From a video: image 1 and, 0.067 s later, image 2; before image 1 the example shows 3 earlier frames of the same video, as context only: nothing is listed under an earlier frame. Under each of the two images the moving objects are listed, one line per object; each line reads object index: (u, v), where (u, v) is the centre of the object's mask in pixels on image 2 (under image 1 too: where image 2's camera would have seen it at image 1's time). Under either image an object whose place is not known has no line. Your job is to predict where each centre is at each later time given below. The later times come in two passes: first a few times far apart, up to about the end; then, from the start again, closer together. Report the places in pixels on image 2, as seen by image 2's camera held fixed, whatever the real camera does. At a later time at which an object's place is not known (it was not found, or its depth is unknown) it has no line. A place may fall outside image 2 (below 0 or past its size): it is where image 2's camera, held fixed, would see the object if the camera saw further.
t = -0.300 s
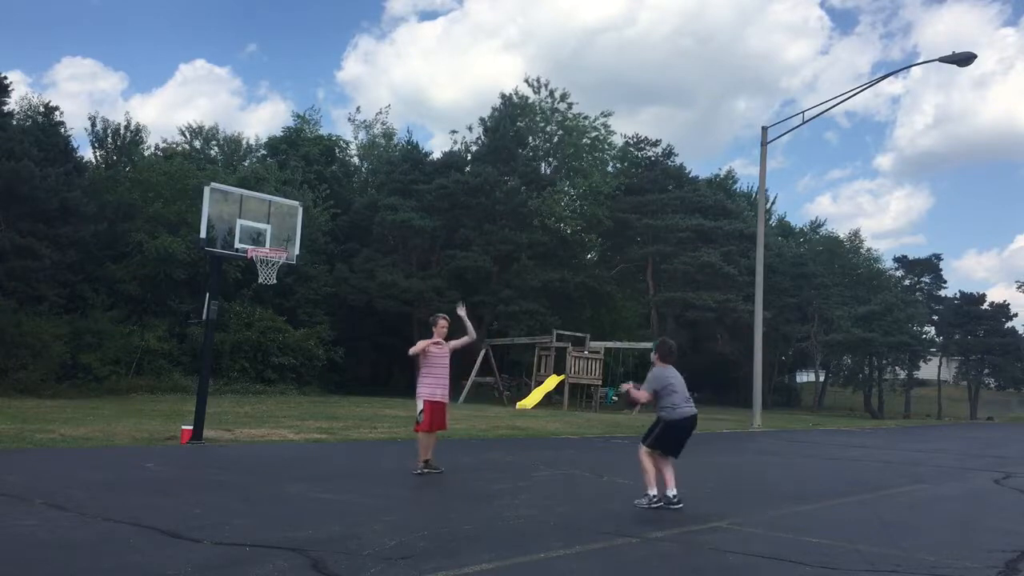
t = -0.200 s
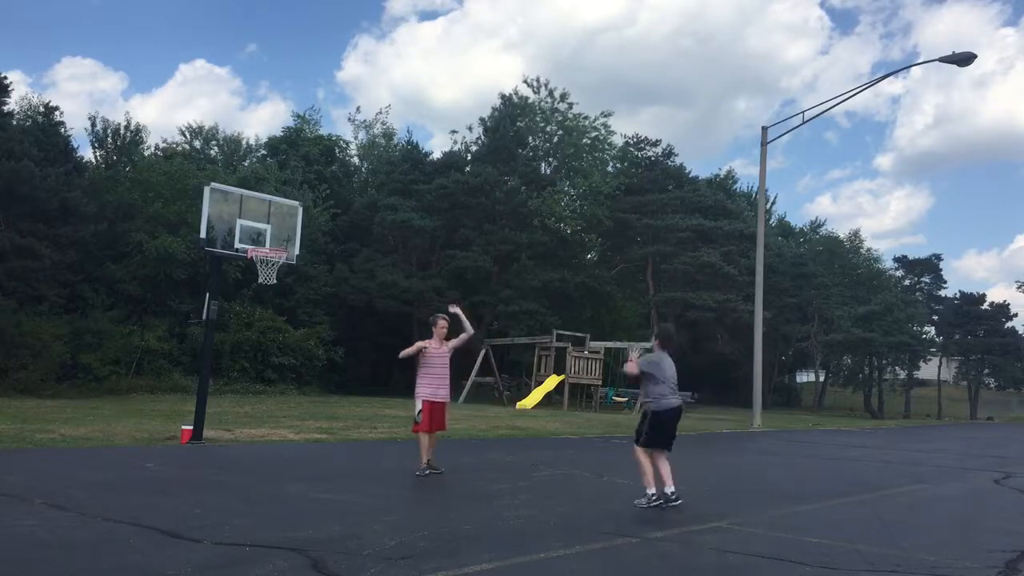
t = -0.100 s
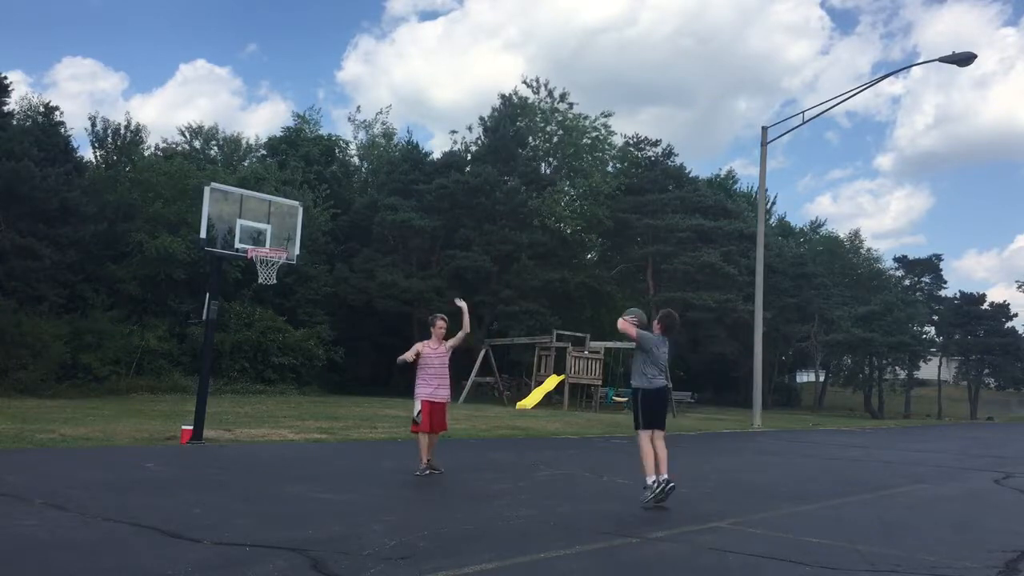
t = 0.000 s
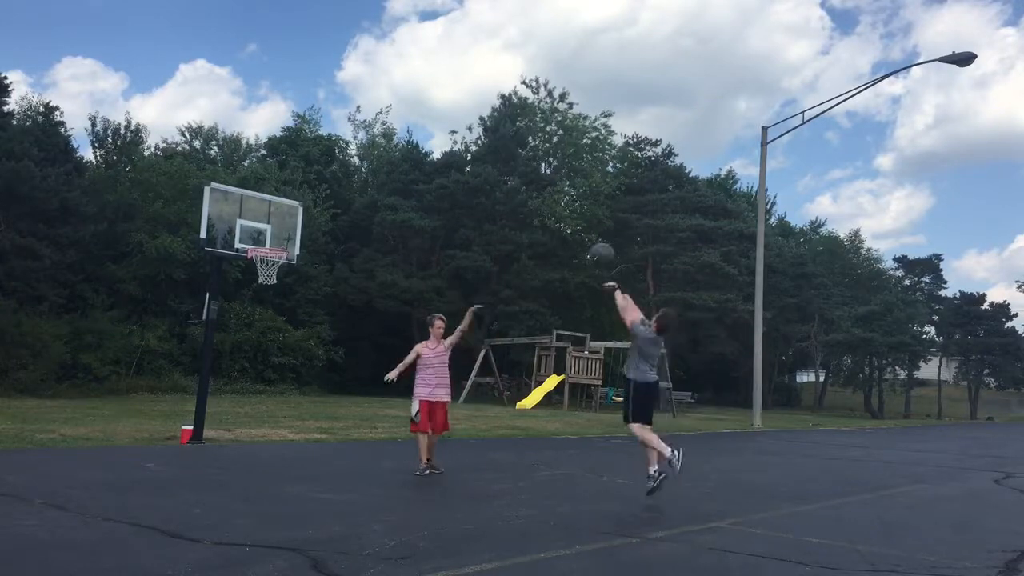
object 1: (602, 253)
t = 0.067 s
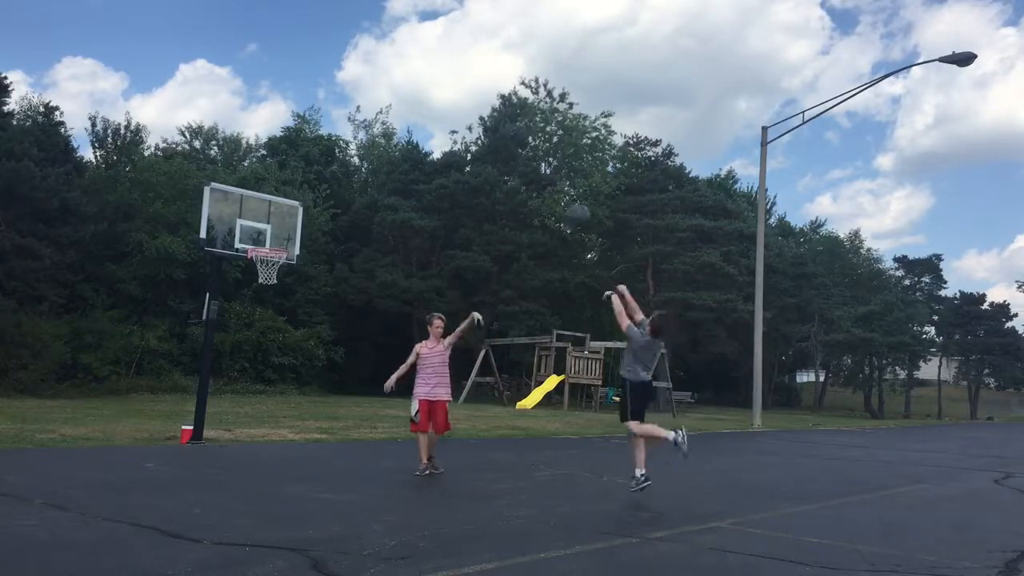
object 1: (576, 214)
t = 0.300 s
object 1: (504, 125)
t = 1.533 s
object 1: (190, 432)
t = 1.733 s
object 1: (191, 373)
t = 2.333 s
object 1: (158, 413)
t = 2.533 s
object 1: (155, 407)
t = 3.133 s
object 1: (154, 419)
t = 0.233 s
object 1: (524, 140)
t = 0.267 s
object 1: (513, 131)
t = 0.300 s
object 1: (504, 125)
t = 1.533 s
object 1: (190, 432)
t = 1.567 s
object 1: (188, 432)
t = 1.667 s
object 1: (189, 394)
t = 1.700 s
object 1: (191, 380)
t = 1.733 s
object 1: (191, 373)
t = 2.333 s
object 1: (158, 413)
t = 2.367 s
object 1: (154, 426)
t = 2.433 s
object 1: (152, 431)
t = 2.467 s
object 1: (153, 422)
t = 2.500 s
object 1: (154, 415)
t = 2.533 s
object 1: (155, 407)
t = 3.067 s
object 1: (156, 405)
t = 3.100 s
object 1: (155, 411)
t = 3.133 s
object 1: (154, 419)
